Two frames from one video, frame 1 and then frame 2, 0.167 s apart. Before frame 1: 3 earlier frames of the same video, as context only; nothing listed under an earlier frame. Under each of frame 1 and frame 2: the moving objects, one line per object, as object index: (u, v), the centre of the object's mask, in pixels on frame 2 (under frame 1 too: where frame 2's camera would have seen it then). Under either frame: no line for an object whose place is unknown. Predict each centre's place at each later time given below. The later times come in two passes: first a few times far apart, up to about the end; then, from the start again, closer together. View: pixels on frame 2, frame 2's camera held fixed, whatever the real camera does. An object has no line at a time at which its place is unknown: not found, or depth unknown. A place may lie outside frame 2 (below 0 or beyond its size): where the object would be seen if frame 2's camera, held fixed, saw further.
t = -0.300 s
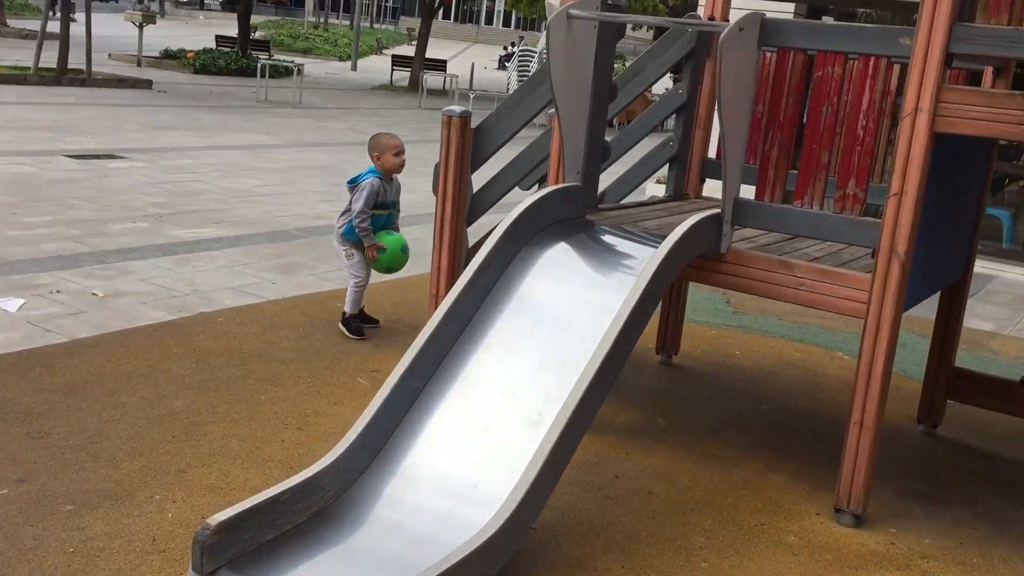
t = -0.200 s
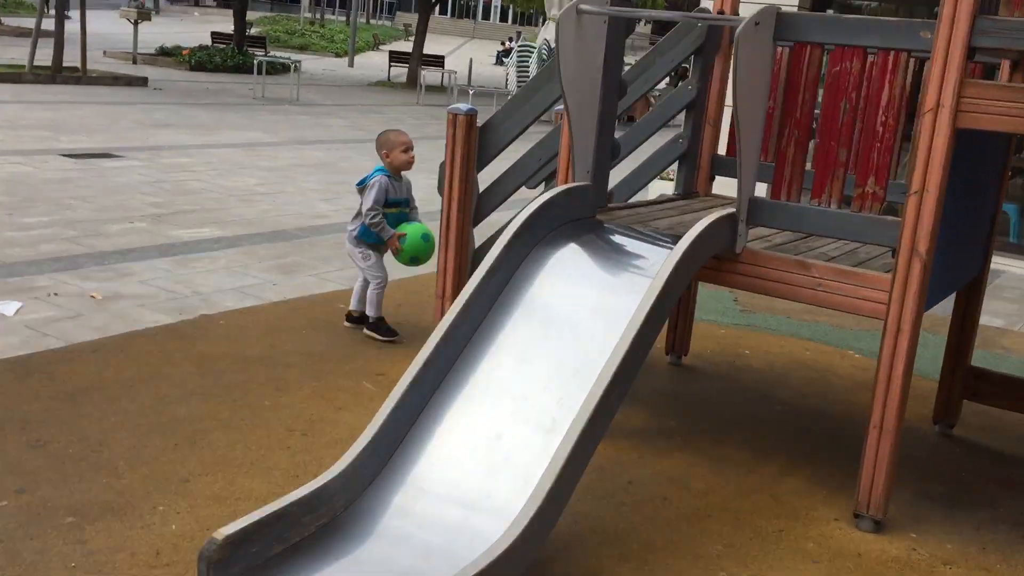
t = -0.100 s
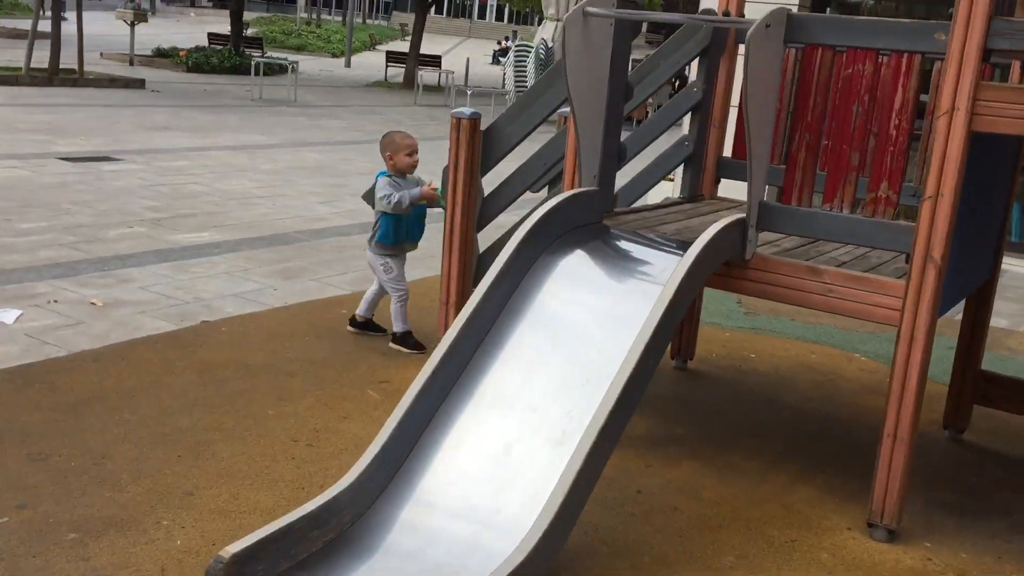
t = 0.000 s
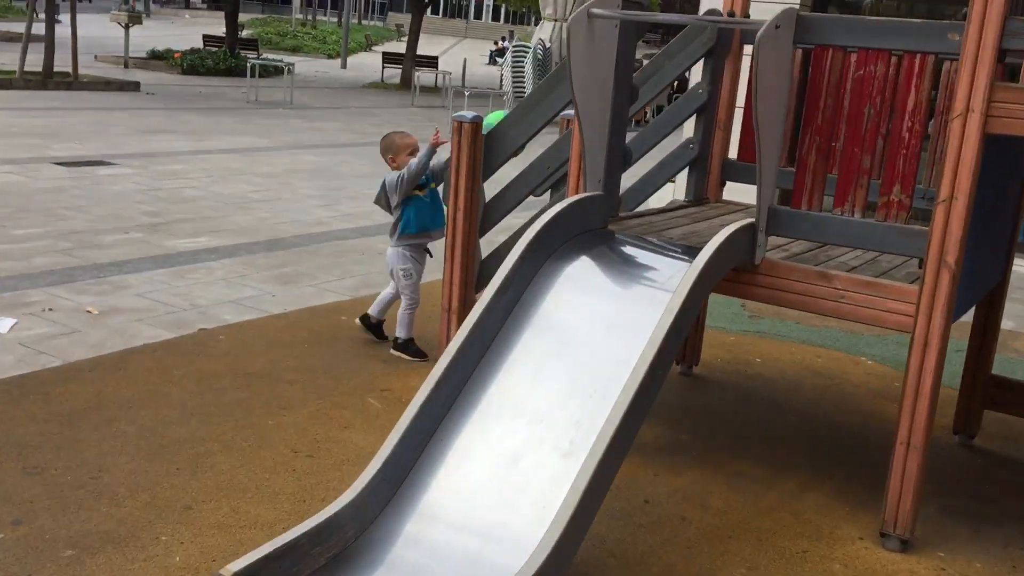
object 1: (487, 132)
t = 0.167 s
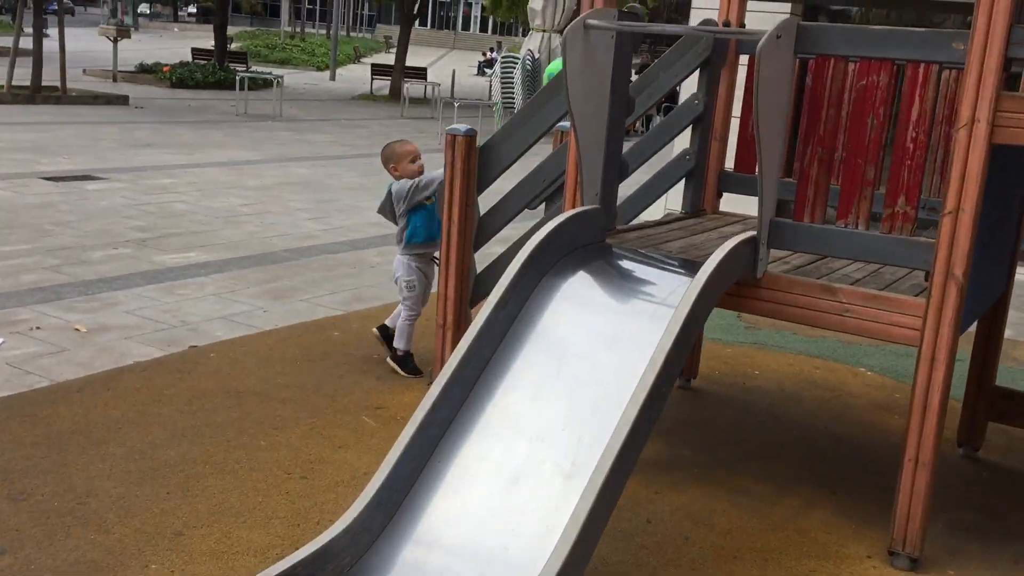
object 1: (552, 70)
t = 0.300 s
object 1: (642, 75)
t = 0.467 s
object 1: (697, 130)
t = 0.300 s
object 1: (642, 75)
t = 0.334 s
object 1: (649, 80)
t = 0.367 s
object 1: (657, 88)
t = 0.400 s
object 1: (670, 99)
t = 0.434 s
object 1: (684, 114)
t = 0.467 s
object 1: (697, 130)
